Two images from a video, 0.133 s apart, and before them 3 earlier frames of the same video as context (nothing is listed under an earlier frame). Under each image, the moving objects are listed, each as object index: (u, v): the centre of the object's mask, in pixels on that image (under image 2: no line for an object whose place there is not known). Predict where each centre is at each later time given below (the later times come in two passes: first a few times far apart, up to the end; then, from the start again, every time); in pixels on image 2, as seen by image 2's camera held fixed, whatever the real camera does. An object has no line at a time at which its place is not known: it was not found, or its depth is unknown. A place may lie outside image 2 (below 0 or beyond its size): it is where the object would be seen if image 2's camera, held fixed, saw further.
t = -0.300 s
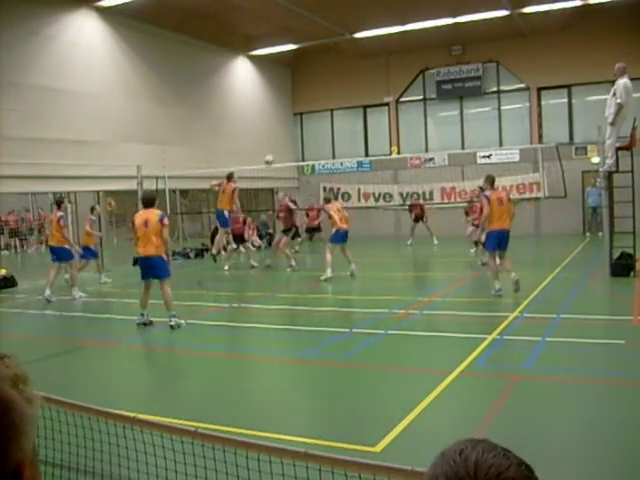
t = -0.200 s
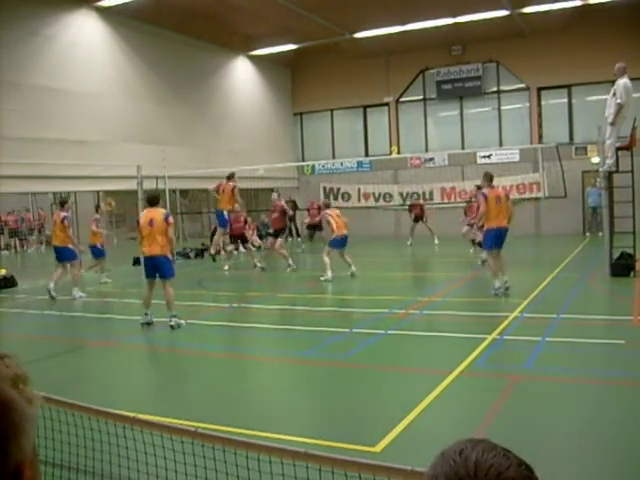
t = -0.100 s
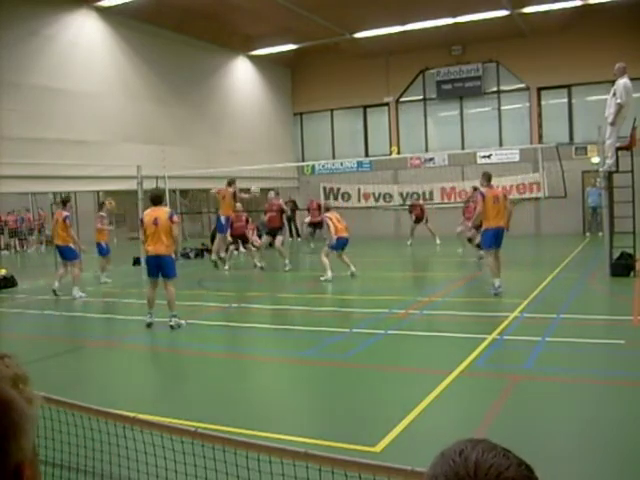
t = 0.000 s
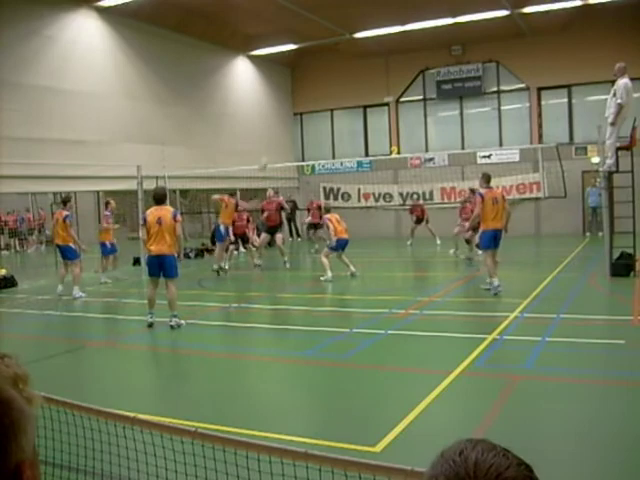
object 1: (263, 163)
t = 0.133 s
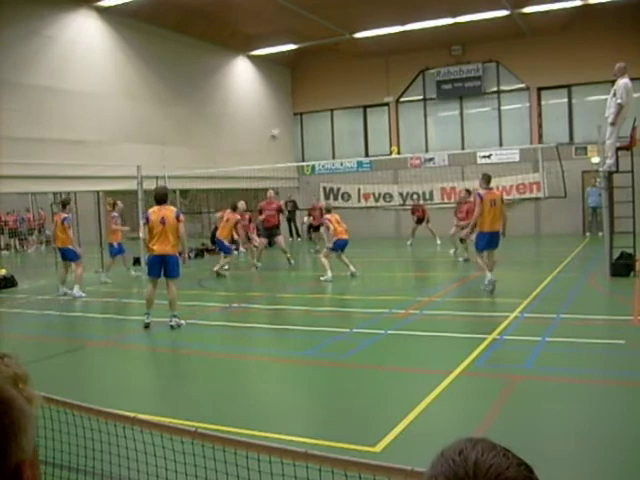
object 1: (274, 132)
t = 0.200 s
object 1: (279, 121)
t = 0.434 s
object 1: (302, 94)
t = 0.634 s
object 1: (321, 91)
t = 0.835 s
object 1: (342, 106)
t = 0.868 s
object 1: (346, 111)
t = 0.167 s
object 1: (277, 127)
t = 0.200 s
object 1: (279, 121)
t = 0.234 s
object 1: (283, 114)
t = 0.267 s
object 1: (287, 110)
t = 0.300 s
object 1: (289, 105)
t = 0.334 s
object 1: (293, 102)
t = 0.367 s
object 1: (296, 99)
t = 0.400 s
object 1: (299, 96)
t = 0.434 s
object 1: (302, 94)
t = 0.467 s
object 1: (306, 92)
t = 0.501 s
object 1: (308, 91)
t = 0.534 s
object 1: (311, 91)
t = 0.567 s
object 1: (315, 90)
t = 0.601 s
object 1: (318, 90)
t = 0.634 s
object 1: (321, 91)
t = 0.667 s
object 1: (325, 92)
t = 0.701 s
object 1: (329, 93)
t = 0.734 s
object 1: (333, 96)
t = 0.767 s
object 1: (335, 99)
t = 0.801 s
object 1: (339, 102)
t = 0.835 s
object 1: (342, 106)
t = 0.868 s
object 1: (346, 111)
